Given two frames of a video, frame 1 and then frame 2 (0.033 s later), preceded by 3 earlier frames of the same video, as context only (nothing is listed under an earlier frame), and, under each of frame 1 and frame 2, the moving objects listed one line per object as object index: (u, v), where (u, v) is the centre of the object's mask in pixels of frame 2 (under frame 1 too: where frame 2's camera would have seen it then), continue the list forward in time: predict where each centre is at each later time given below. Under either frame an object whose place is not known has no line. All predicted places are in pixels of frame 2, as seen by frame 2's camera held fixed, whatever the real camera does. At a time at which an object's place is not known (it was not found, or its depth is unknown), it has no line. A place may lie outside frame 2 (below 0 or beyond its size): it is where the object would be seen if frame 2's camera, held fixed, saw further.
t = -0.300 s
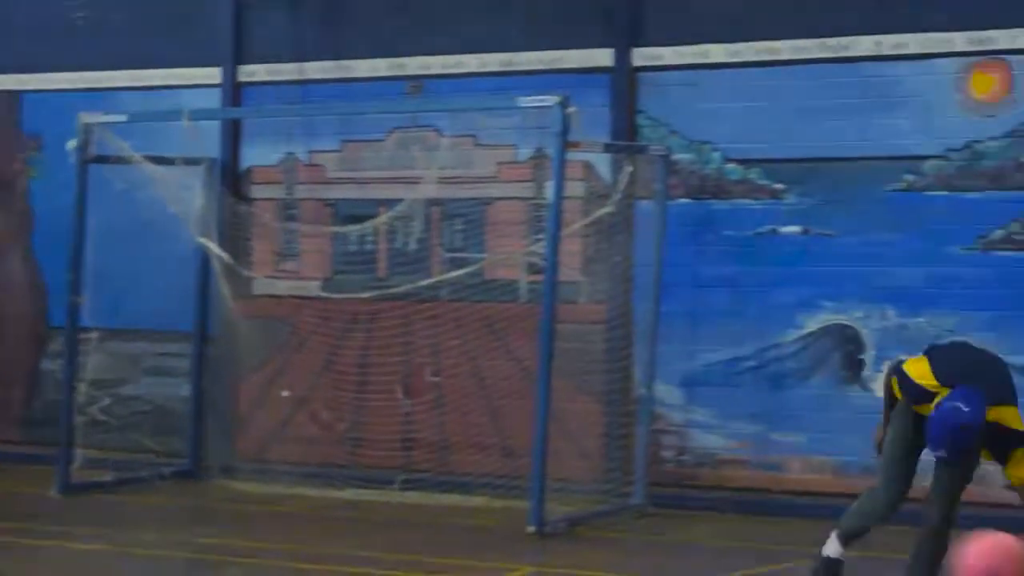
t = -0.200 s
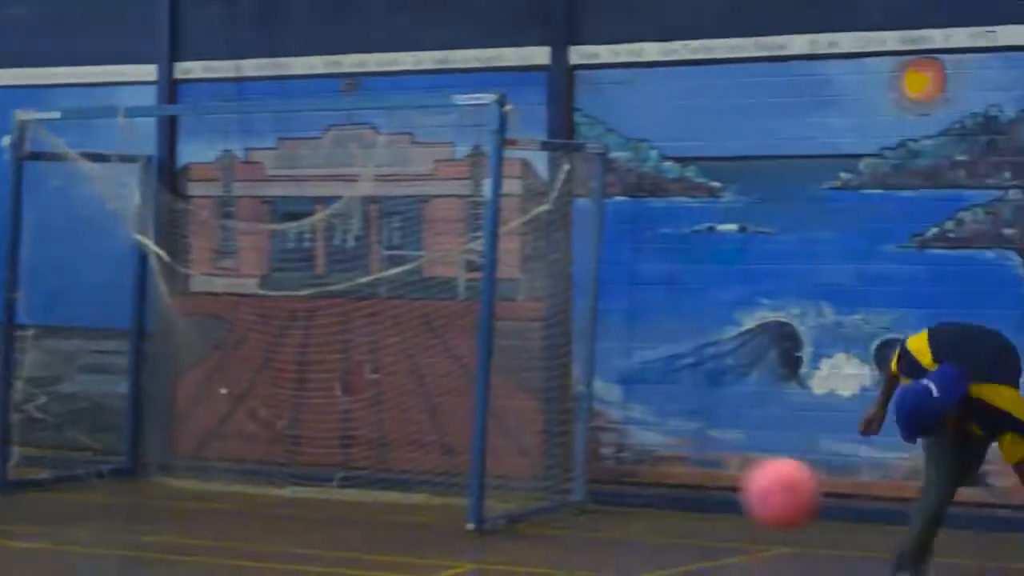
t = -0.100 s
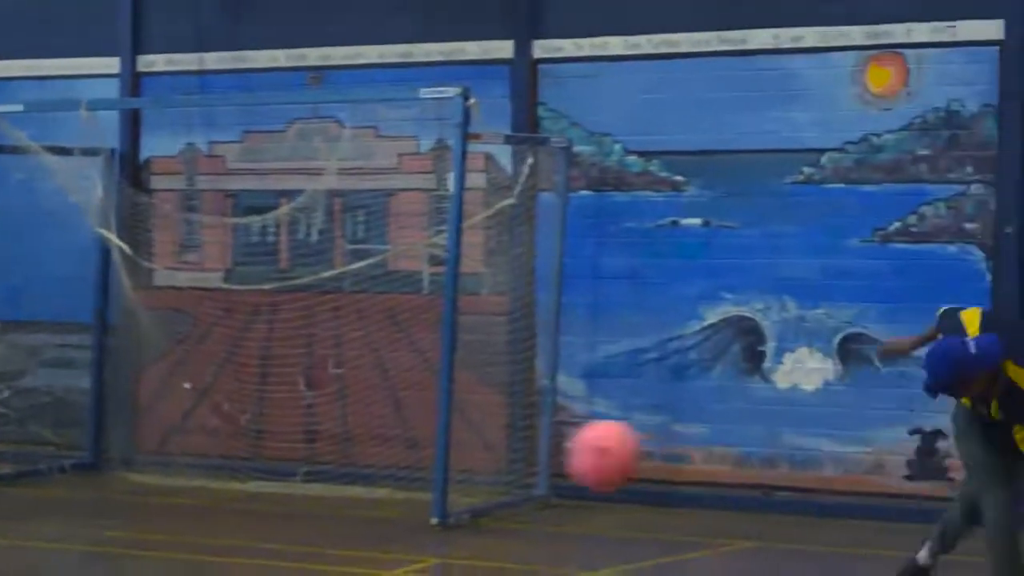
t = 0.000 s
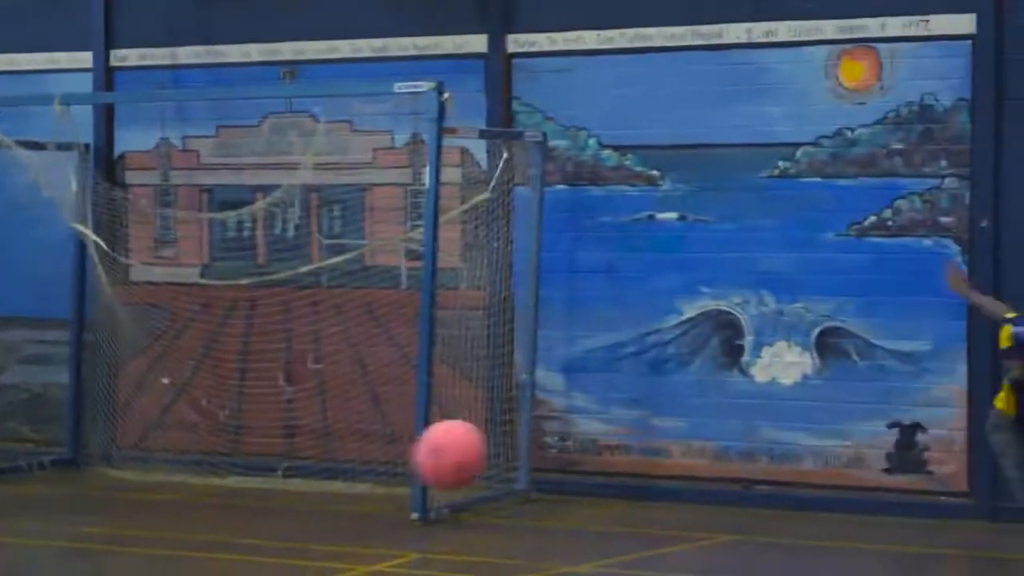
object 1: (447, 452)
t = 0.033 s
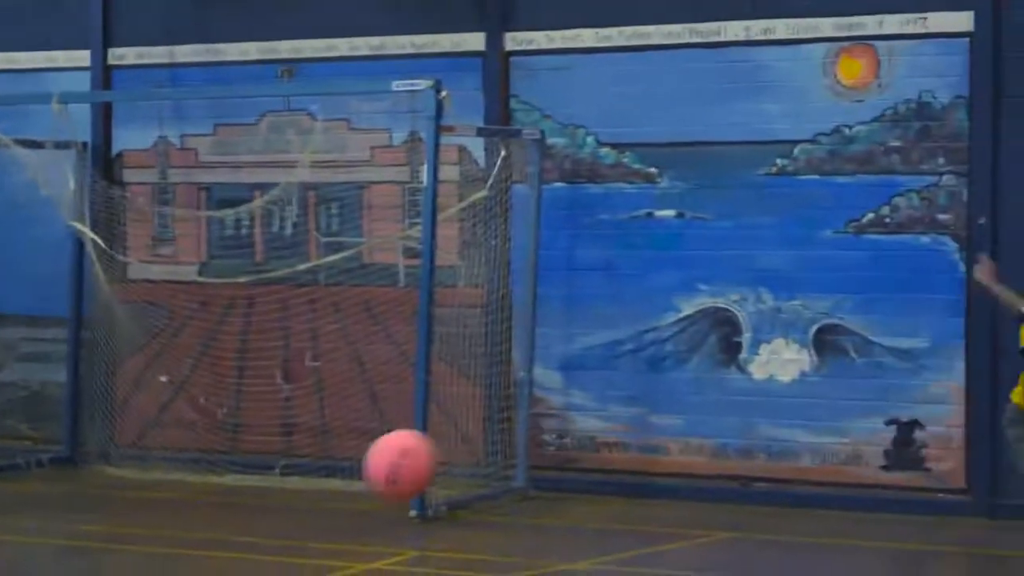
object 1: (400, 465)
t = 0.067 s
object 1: (361, 476)
